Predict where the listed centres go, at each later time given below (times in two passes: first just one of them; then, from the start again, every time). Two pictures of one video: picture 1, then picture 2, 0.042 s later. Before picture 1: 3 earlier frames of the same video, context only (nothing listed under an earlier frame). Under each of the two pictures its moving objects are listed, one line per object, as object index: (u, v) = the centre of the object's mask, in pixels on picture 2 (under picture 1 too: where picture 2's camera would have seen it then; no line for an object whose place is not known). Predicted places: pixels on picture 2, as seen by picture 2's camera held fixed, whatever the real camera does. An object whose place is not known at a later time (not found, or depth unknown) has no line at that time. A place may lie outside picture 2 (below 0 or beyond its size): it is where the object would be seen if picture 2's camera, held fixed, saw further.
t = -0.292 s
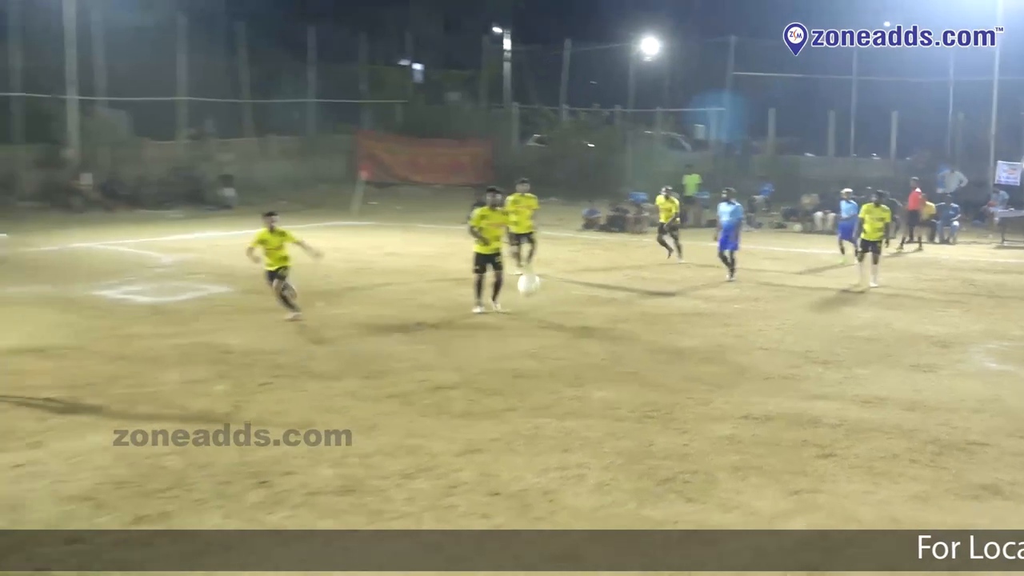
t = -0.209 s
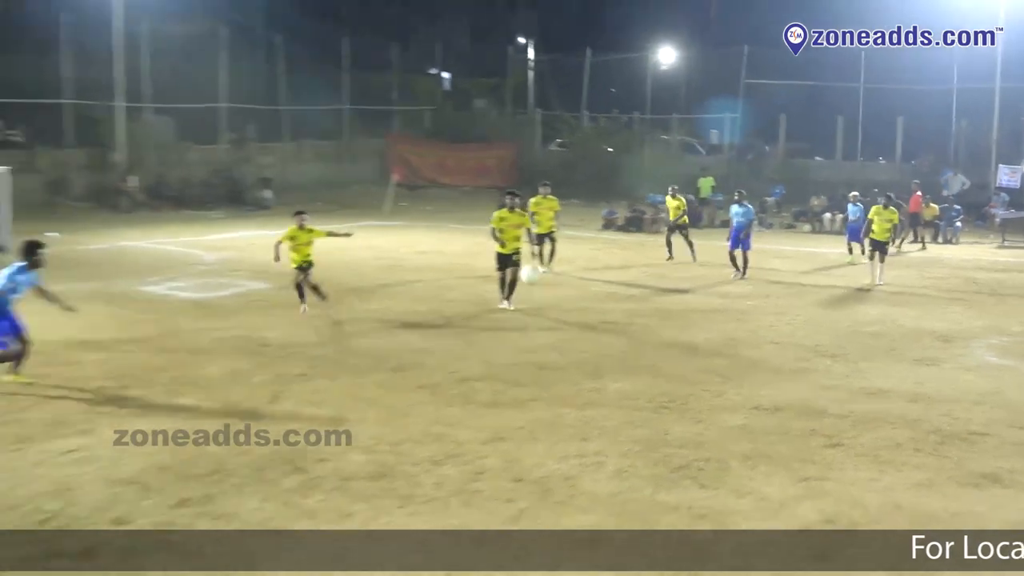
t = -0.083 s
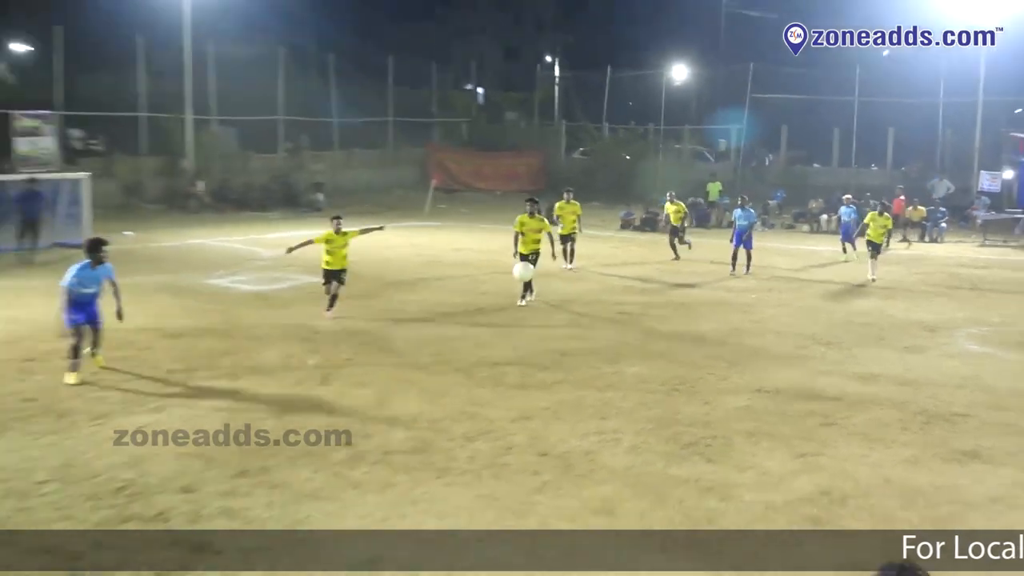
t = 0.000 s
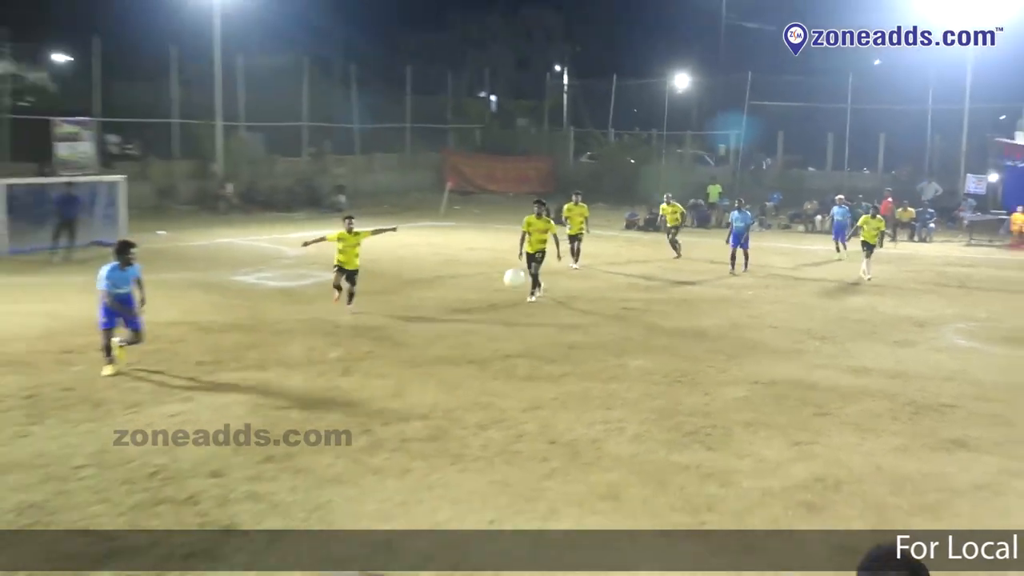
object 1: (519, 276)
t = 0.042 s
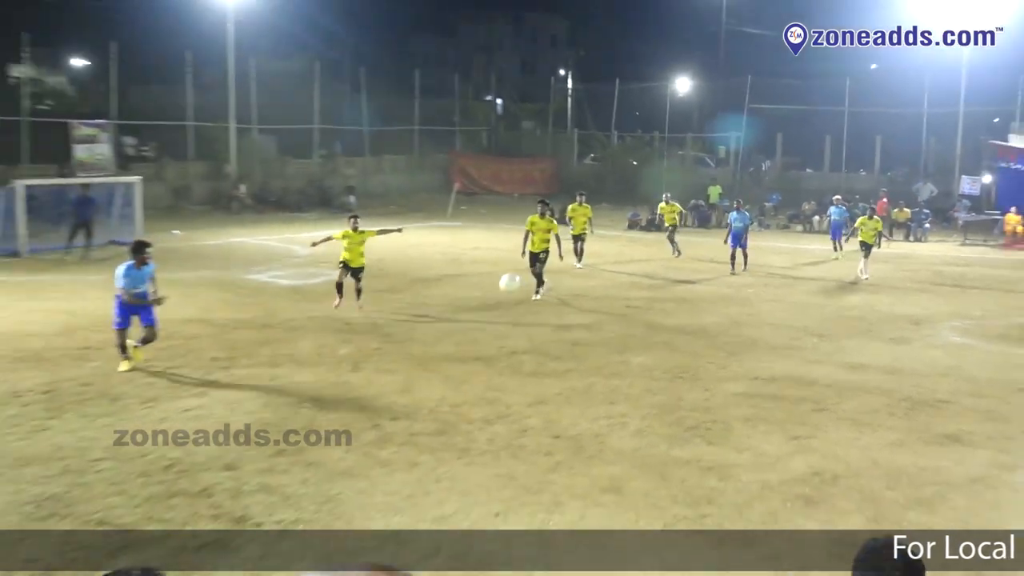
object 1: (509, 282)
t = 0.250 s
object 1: (455, 340)
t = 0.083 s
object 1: (499, 290)
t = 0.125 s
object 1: (489, 300)
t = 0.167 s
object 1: (478, 312)
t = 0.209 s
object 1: (467, 325)
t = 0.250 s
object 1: (455, 340)
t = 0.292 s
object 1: (444, 357)
